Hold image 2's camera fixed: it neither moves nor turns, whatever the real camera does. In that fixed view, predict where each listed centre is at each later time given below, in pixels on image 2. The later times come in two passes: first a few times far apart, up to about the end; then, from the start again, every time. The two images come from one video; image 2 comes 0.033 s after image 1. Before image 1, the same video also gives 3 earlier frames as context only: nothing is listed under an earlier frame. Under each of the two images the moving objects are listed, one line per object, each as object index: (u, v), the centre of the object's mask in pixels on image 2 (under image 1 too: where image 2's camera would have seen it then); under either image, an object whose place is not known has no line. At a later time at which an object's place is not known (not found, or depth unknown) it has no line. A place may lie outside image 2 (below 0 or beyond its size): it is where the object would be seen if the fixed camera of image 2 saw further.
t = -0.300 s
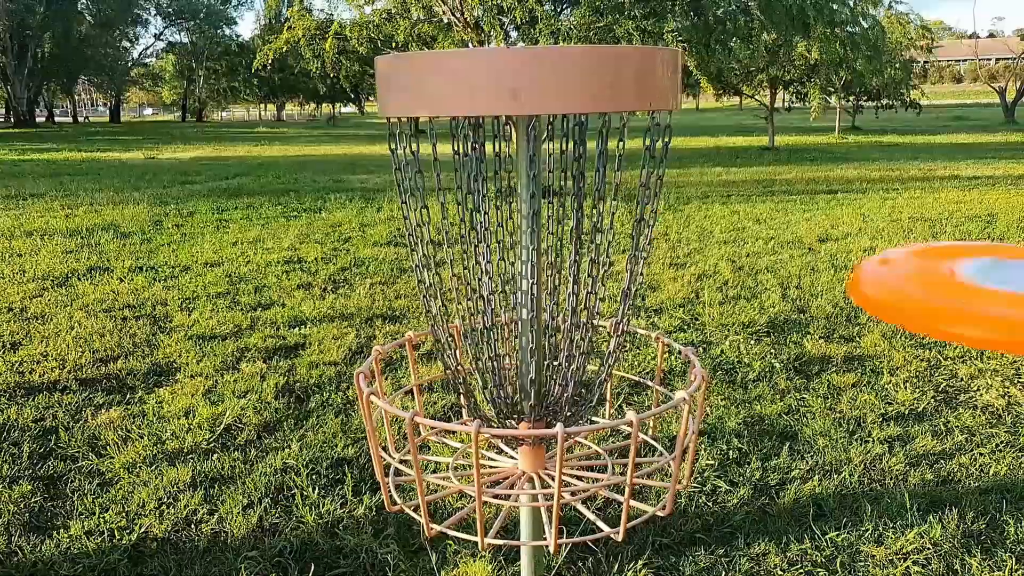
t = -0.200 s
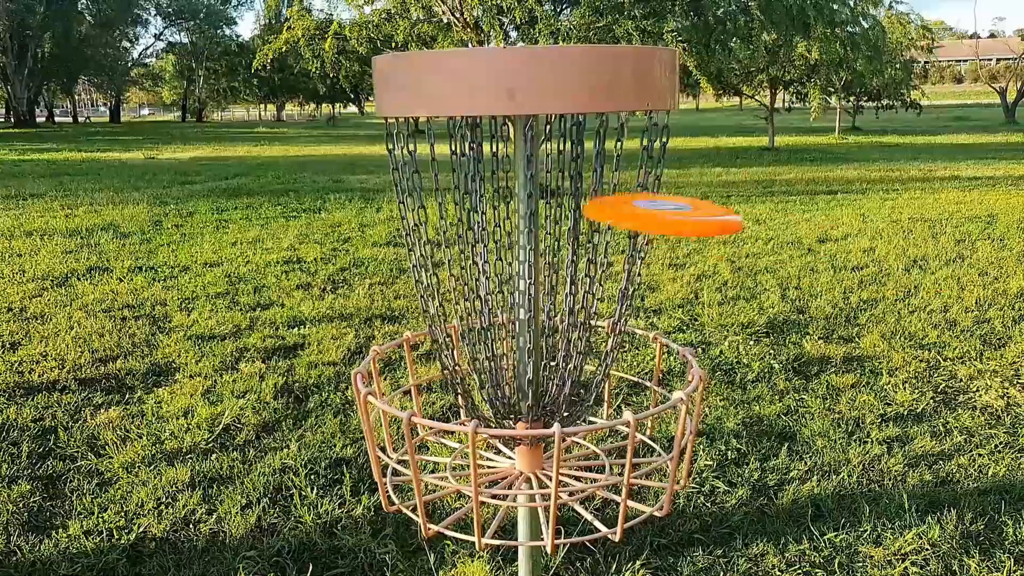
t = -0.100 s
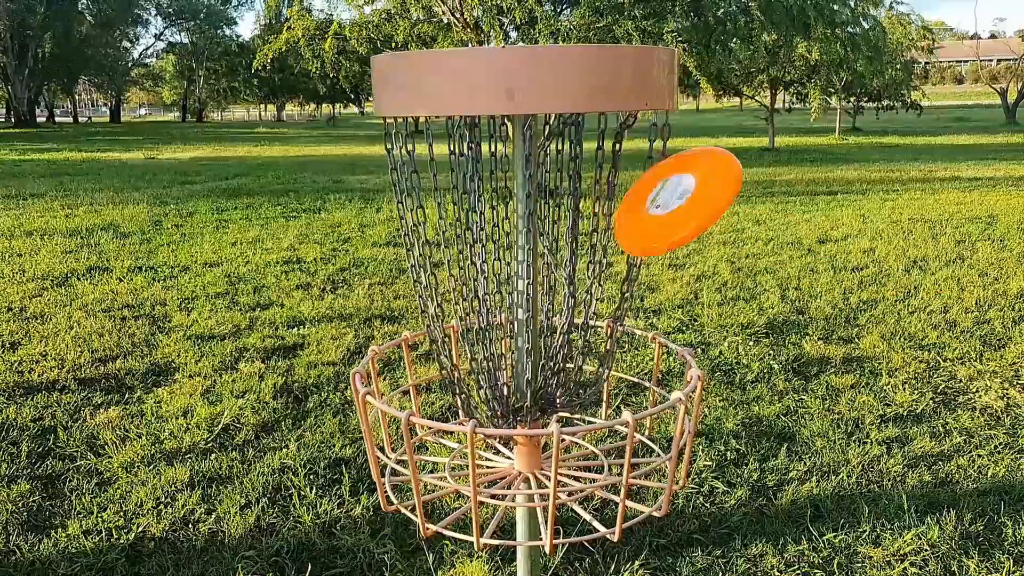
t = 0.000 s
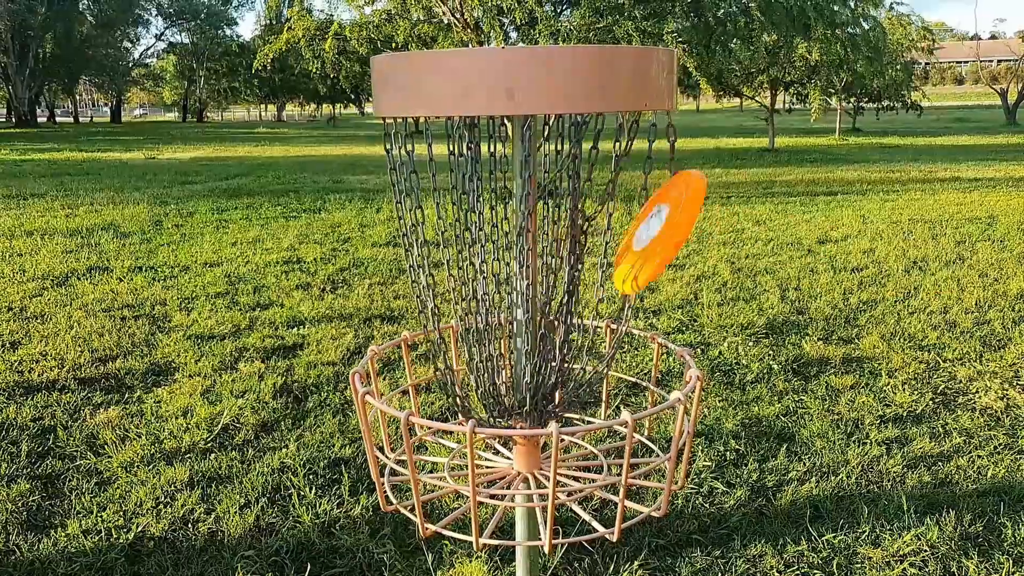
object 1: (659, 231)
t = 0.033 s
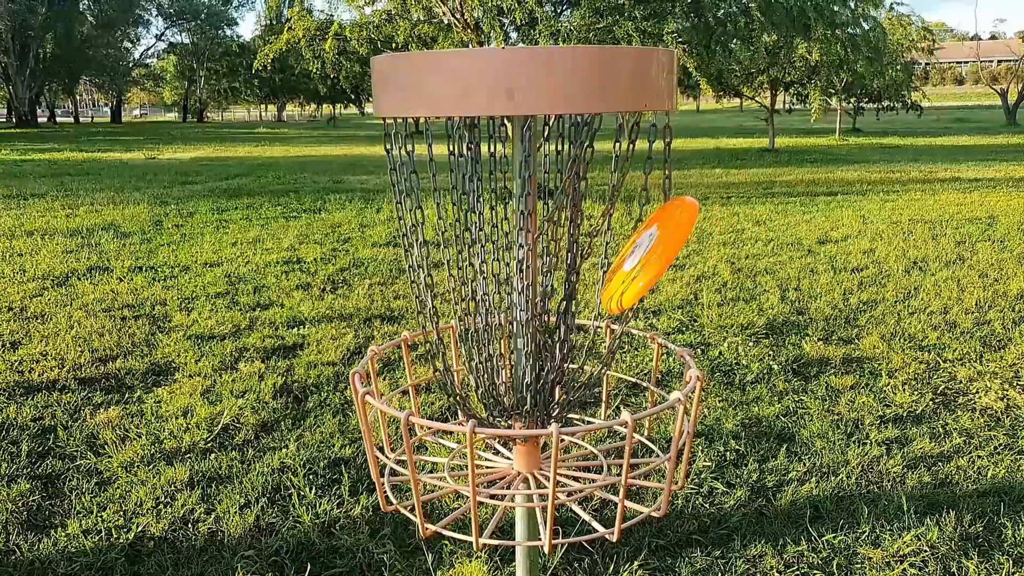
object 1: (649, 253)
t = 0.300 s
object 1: (558, 497)
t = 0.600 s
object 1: (615, 458)
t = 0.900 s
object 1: (605, 461)
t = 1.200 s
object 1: (606, 462)
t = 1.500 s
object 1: (605, 461)
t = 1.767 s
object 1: (605, 461)
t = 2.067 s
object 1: (599, 464)
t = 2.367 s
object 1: (606, 462)
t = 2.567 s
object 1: (605, 462)
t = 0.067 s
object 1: (638, 281)
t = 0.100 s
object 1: (626, 314)
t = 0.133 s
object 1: (610, 351)
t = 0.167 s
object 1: (598, 380)
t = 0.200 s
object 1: (580, 435)
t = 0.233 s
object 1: (561, 461)
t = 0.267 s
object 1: (557, 492)
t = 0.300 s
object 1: (558, 497)
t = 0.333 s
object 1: (564, 482)
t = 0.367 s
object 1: (571, 469)
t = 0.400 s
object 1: (577, 459)
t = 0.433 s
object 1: (591, 453)
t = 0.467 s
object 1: (603, 451)
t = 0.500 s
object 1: (607, 454)
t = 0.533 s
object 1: (609, 457)
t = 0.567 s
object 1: (613, 460)
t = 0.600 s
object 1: (615, 458)
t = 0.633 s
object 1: (609, 452)
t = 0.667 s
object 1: (608, 452)
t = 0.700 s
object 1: (604, 455)
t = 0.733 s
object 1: (602, 457)
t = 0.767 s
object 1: (609, 461)
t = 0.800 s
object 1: (608, 461)
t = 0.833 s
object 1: (607, 461)
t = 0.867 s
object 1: (606, 461)
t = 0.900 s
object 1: (605, 461)
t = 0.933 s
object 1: (605, 461)
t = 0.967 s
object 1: (605, 461)
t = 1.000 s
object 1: (605, 461)
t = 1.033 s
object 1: (605, 462)
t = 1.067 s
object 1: (606, 462)
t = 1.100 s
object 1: (606, 462)
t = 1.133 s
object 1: (606, 462)
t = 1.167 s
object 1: (606, 462)
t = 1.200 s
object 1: (606, 462)
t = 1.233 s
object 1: (600, 465)
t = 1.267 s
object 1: (606, 464)
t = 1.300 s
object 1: (600, 465)
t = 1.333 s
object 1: (600, 465)
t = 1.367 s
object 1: (600, 465)
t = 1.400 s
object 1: (600, 465)
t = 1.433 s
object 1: (599, 464)
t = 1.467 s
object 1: (605, 463)
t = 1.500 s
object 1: (605, 461)
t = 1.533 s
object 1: (605, 461)
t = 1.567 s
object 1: (605, 461)
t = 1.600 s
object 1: (605, 461)
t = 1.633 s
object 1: (606, 461)
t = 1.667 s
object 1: (605, 461)
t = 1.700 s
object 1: (605, 461)
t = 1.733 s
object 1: (605, 461)
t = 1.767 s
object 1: (605, 461)
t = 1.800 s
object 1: (605, 461)
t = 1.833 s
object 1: (605, 461)
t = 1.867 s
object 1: (605, 461)
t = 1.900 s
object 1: (605, 463)
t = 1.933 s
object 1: (605, 461)
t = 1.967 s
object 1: (605, 461)
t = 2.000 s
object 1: (605, 461)
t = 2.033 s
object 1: (605, 461)
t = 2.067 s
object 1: (599, 464)
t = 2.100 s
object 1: (605, 463)
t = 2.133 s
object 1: (605, 463)
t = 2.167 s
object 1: (605, 461)
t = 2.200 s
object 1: (605, 463)
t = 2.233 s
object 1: (605, 463)
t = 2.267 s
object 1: (605, 463)
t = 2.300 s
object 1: (605, 463)
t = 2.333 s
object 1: (605, 462)
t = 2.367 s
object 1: (606, 462)
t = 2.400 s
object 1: (605, 462)
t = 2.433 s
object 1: (605, 462)
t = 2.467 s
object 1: (605, 462)
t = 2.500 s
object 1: (605, 462)
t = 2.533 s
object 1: (605, 462)
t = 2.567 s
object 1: (605, 462)
